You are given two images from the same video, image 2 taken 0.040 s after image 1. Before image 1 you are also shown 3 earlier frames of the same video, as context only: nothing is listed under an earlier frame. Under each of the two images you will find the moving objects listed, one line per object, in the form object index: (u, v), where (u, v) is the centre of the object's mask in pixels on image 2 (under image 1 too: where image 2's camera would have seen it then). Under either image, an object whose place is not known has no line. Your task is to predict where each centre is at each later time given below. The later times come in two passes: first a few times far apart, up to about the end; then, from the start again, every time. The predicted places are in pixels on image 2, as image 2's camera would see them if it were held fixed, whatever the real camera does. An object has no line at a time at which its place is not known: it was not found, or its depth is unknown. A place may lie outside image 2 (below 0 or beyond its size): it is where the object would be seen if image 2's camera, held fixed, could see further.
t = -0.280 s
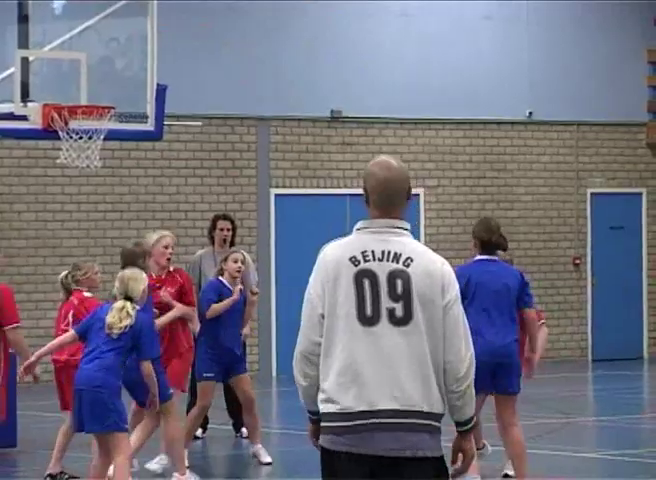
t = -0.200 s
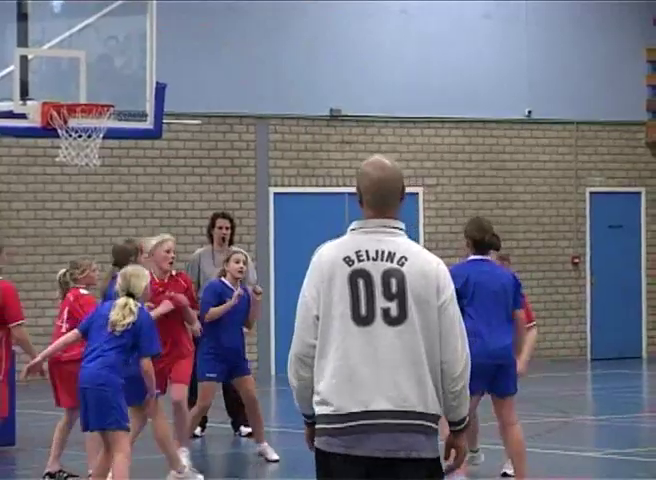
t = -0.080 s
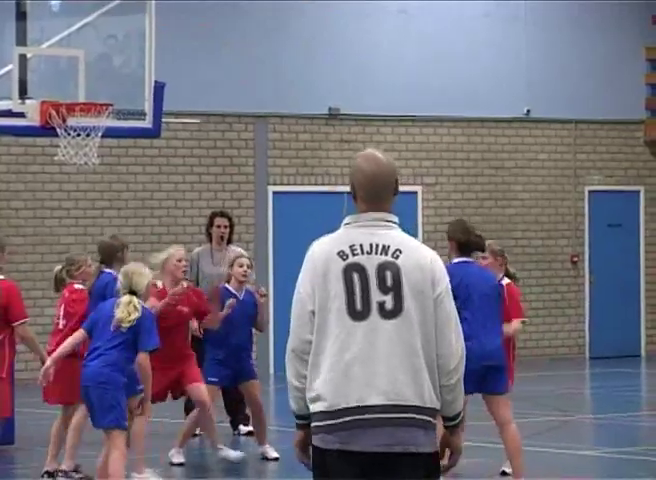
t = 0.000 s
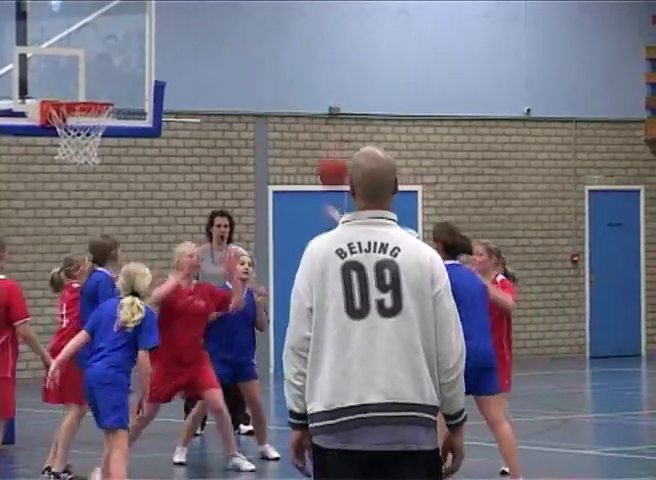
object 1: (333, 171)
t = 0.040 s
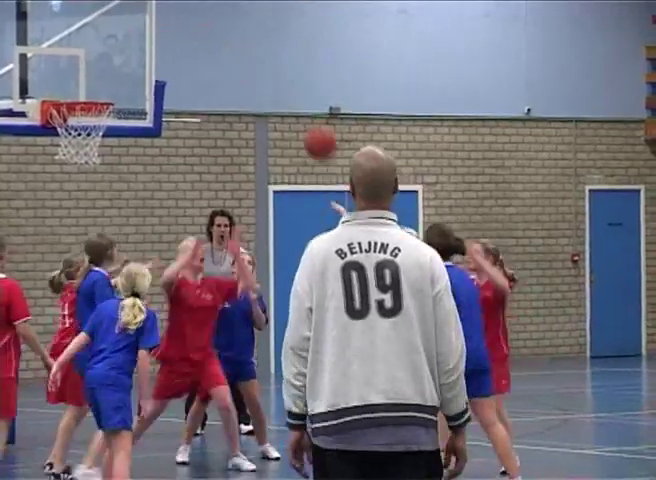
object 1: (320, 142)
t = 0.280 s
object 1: (249, 33)
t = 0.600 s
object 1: (161, 18)
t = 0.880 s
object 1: (86, 91)
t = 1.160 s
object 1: (78, 81)
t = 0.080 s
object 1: (307, 118)
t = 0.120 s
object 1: (295, 96)
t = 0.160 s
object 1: (283, 78)
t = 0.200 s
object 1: (272, 60)
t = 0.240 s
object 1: (260, 46)
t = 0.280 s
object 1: (249, 33)
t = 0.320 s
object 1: (237, 24)
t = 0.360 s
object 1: (226, 16)
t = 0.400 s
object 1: (215, 11)
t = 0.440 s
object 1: (204, 8)
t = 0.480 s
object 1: (193, 7)
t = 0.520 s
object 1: (182, 8)
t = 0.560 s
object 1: (171, 12)
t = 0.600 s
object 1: (161, 18)
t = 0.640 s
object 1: (150, 26)
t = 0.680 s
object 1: (139, 37)
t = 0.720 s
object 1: (129, 49)
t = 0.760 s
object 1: (119, 63)
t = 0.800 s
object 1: (109, 80)
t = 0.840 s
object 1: (99, 90)
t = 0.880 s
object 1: (86, 91)
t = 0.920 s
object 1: (74, 92)
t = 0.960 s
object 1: (66, 92)
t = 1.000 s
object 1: (66, 90)
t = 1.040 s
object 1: (67, 89)
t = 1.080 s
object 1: (70, 88)
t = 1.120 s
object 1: (74, 83)
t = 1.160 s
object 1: (78, 81)
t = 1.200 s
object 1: (82, 80)
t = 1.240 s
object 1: (86, 81)
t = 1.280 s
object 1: (90, 86)
